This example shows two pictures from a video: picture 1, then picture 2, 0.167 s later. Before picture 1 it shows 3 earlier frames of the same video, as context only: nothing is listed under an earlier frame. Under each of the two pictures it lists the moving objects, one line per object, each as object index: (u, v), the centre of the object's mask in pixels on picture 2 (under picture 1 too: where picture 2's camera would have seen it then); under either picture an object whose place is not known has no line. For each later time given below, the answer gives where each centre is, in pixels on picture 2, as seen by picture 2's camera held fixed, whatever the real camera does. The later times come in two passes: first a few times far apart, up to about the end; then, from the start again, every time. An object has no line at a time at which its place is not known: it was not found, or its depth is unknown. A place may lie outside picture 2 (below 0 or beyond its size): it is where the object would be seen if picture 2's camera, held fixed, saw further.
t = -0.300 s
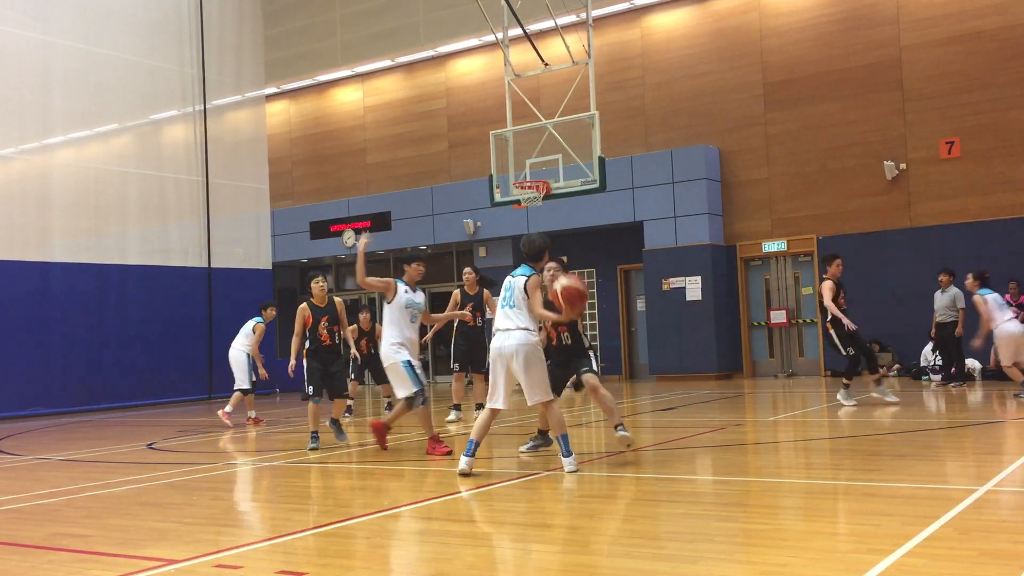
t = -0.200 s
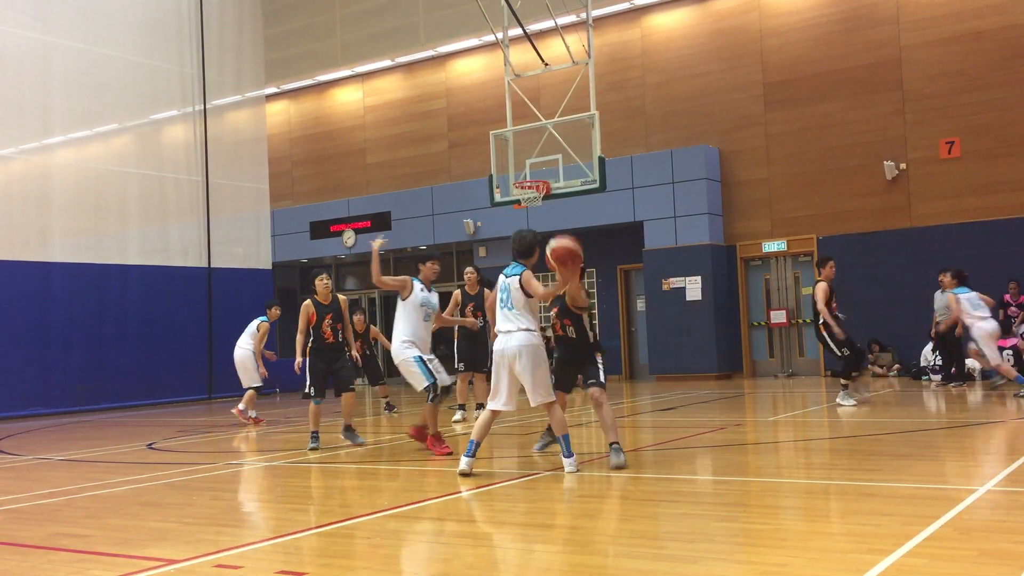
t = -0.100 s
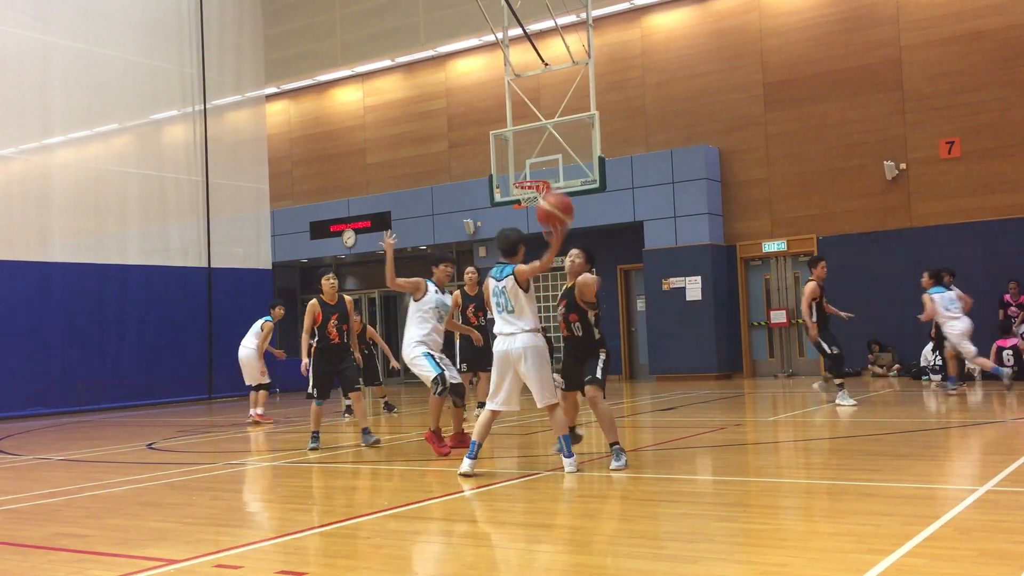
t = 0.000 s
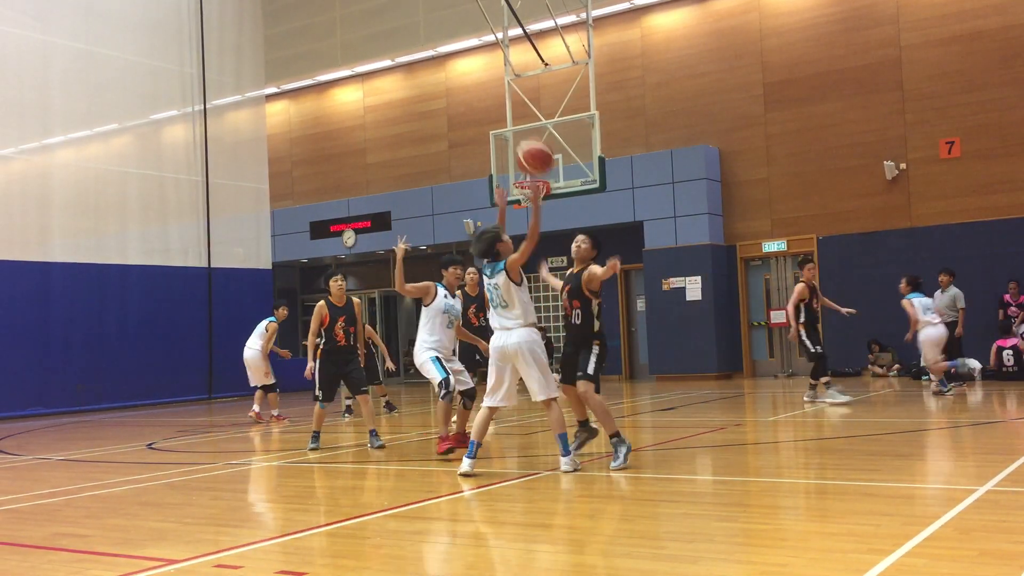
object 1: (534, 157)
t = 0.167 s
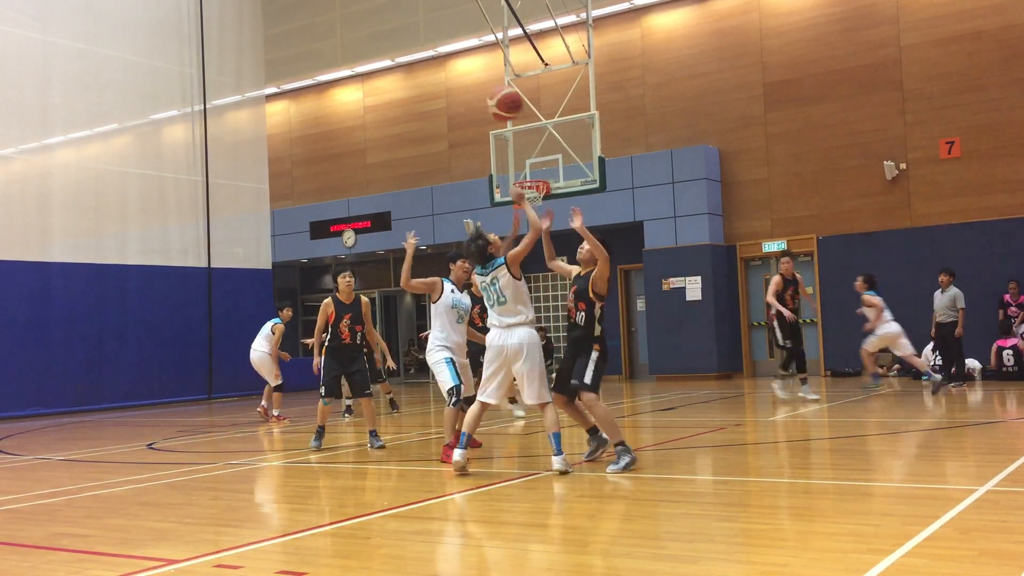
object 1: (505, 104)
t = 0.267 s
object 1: (490, 91)
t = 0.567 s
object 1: (448, 135)
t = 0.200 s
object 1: (499, 98)
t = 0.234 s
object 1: (495, 94)
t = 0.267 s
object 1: (490, 91)
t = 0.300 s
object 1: (485, 91)
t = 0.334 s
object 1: (479, 92)
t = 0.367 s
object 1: (474, 93)
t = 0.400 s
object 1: (470, 97)
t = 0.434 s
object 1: (465, 103)
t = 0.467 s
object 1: (461, 109)
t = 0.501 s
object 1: (456, 117)
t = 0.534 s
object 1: (453, 126)
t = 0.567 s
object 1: (448, 135)
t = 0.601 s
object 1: (445, 147)
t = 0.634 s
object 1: (441, 160)
